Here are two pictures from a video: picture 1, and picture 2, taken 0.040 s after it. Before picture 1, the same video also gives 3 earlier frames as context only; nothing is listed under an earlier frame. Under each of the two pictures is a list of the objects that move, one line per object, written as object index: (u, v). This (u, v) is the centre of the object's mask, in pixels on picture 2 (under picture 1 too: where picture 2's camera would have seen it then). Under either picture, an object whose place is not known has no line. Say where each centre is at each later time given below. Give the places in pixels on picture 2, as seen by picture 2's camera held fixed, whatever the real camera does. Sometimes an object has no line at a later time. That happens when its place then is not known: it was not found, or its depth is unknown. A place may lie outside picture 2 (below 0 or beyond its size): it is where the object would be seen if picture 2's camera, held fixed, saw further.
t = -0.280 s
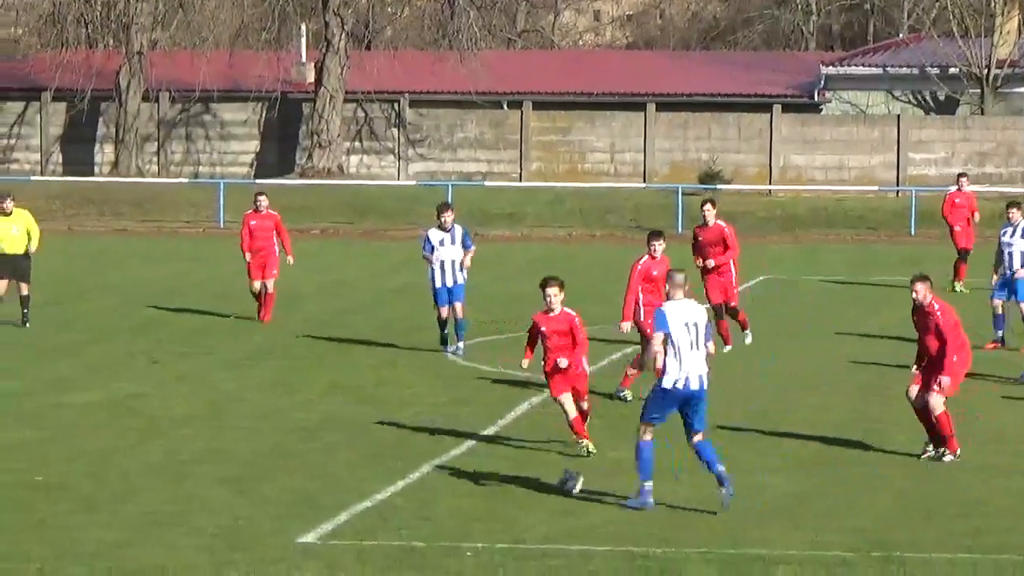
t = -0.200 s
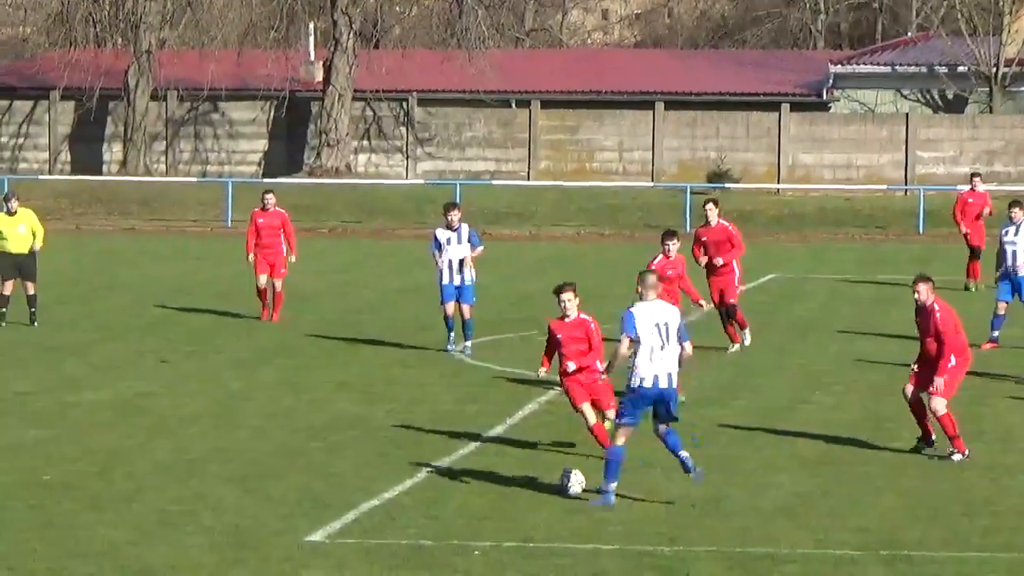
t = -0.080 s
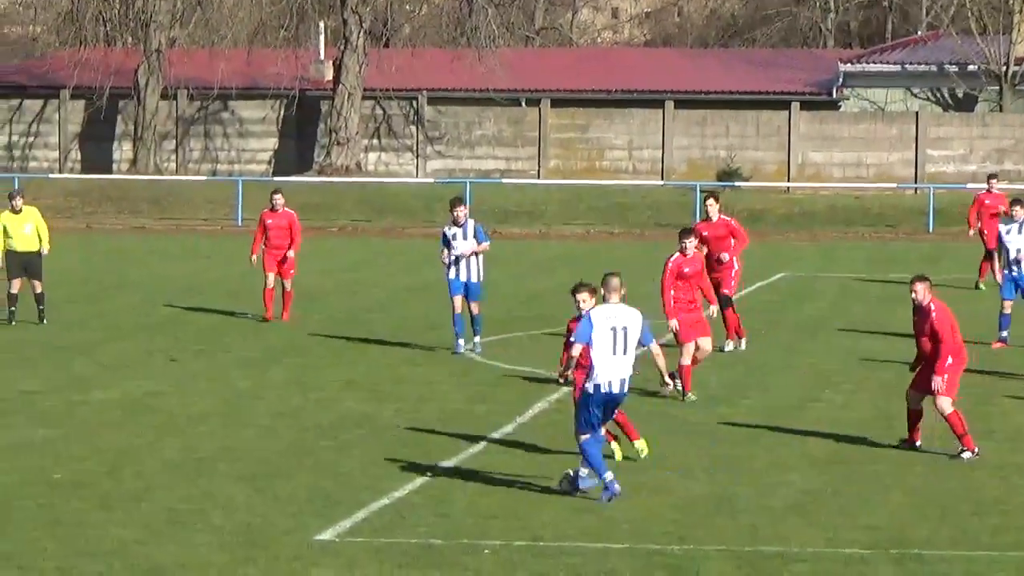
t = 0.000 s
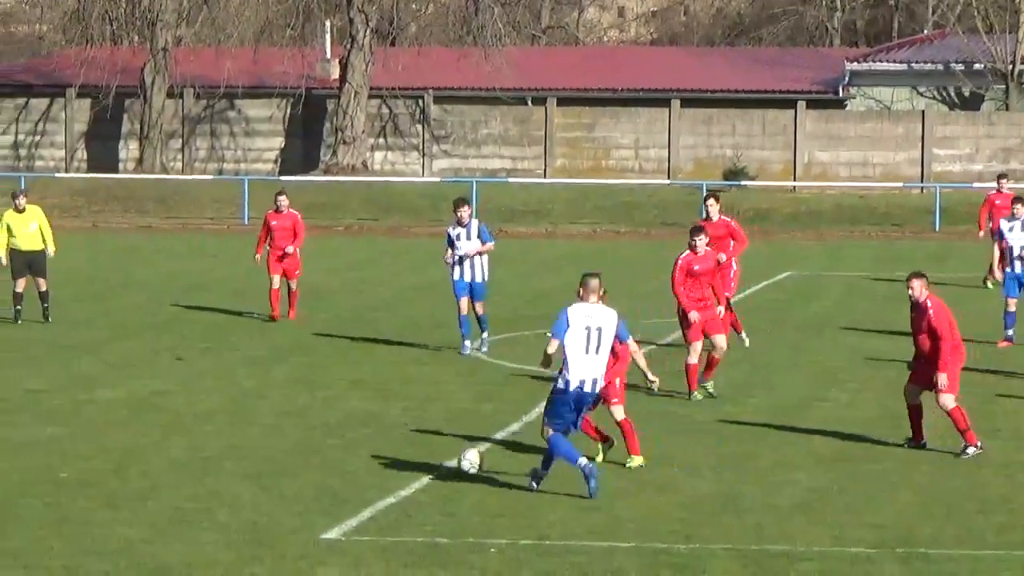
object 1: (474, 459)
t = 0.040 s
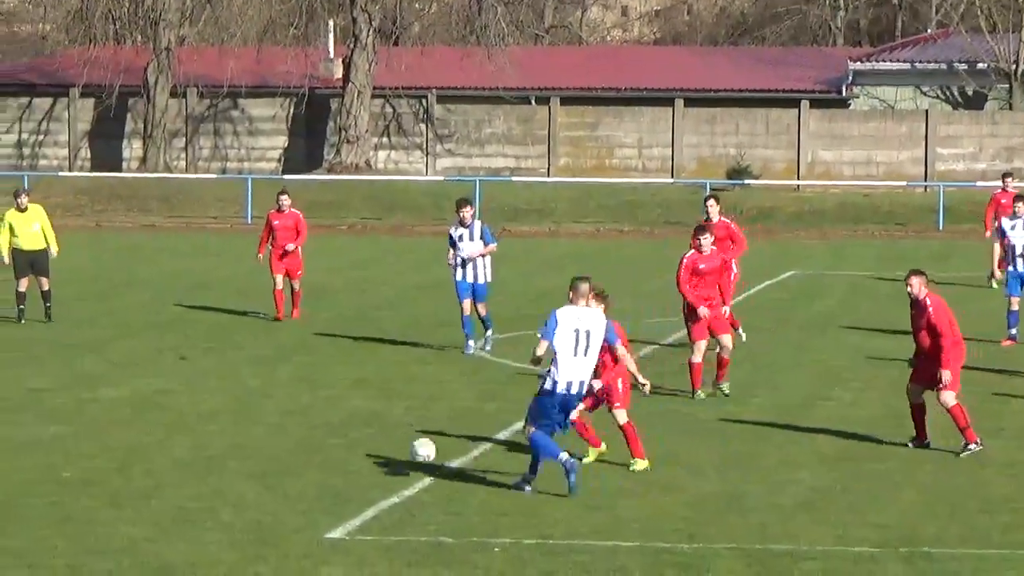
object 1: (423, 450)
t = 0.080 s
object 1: (372, 442)
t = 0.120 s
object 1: (323, 437)
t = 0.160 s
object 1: (274, 435)
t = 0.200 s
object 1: (226, 433)
